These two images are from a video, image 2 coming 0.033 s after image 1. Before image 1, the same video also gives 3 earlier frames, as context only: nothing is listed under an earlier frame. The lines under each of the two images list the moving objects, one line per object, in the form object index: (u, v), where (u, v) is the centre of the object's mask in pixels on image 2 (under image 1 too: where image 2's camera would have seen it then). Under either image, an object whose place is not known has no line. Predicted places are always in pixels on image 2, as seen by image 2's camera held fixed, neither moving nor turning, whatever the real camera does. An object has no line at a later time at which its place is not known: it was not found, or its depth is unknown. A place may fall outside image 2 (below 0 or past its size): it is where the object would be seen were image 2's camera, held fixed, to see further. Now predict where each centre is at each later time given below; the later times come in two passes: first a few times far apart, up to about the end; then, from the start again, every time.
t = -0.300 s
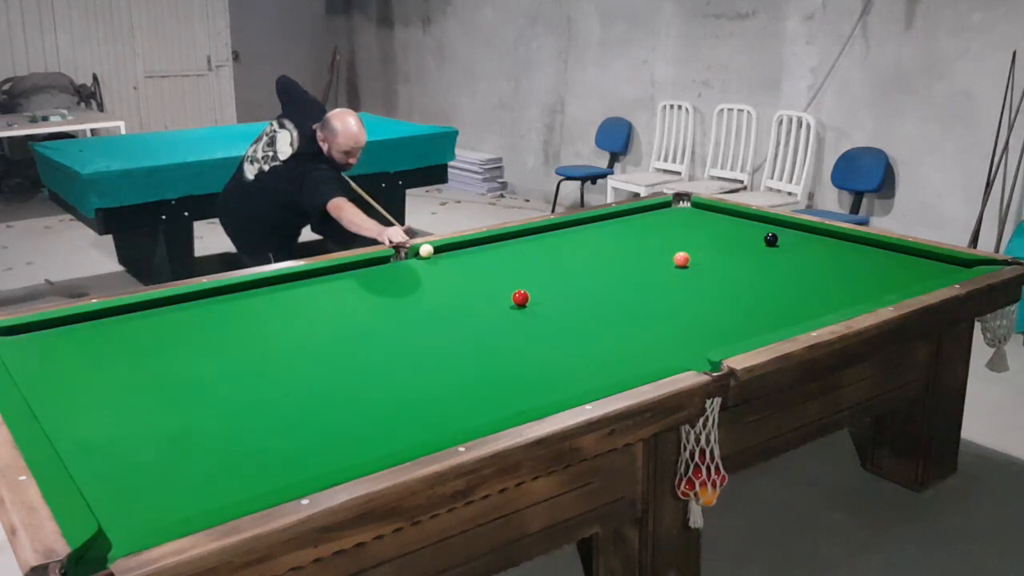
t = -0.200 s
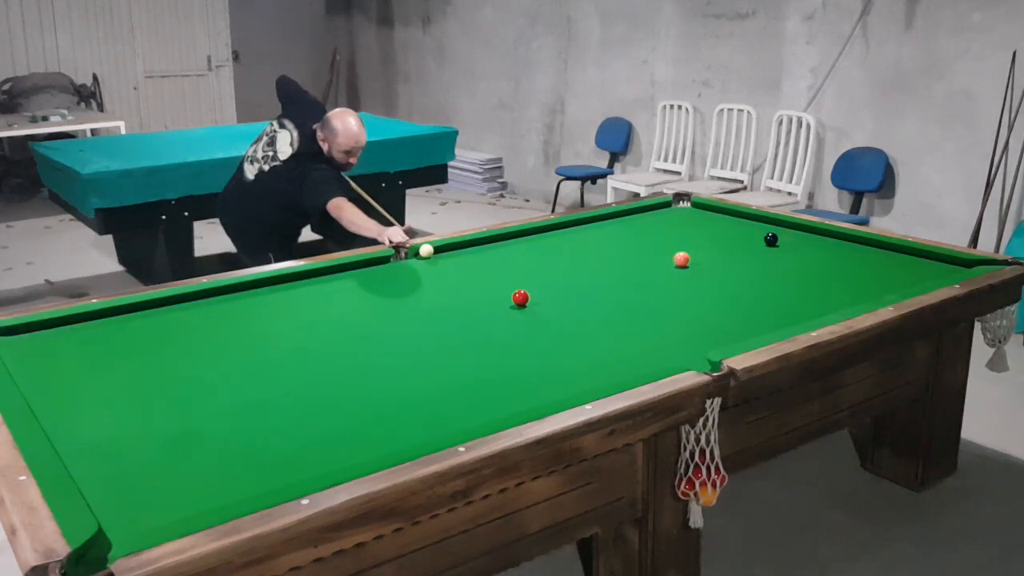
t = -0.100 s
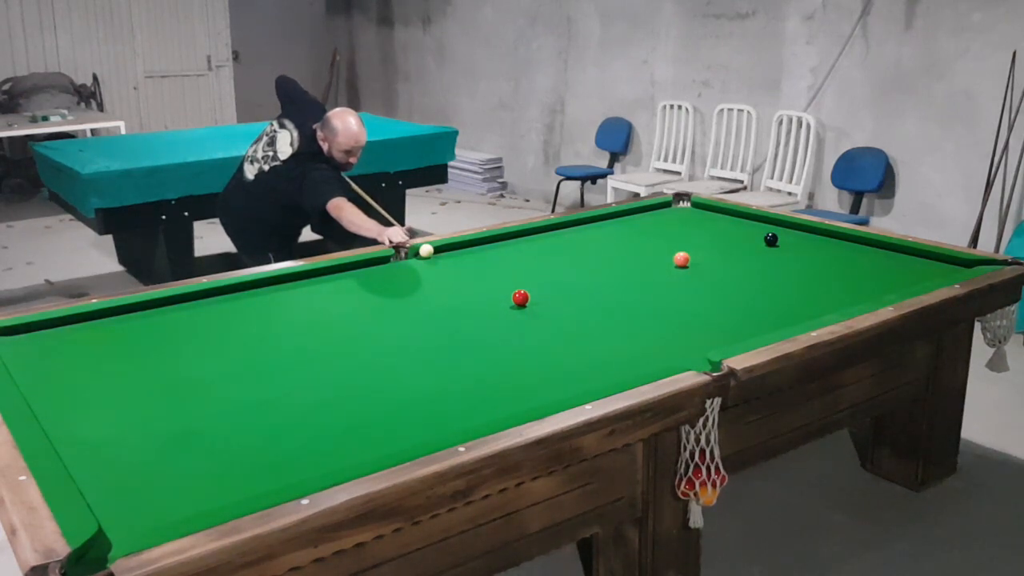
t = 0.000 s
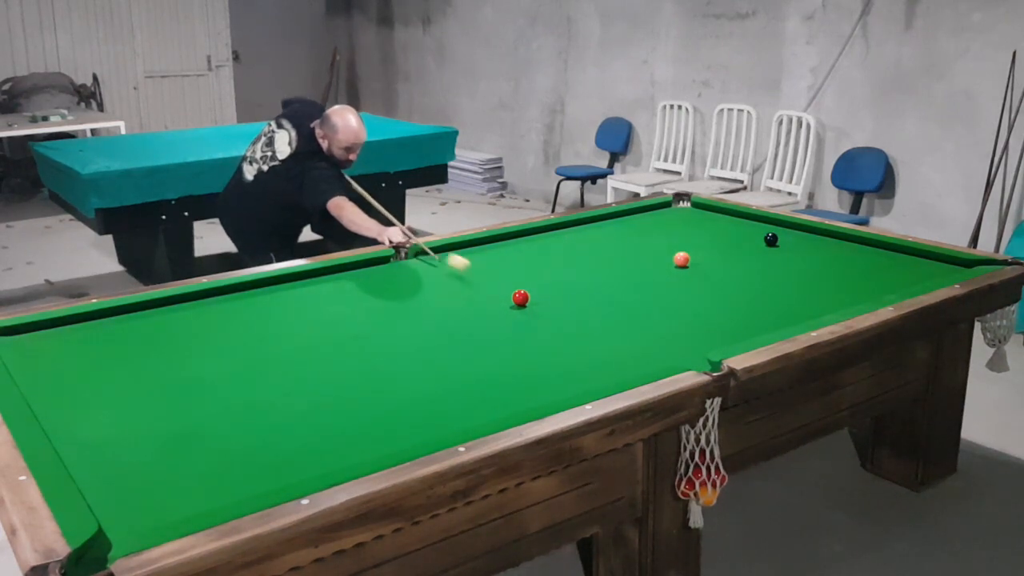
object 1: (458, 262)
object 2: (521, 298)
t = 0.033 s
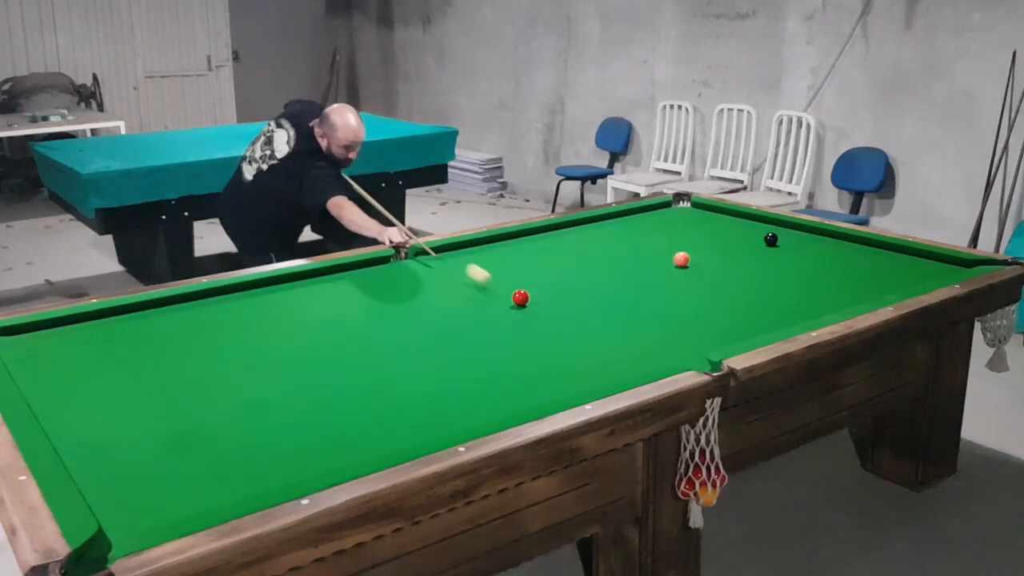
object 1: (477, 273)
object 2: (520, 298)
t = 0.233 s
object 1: (487, 300)
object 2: (647, 340)
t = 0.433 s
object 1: (470, 324)
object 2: (600, 373)
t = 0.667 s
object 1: (478, 364)
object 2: (454, 395)
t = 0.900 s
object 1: (493, 413)
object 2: (297, 419)
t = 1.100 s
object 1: (396, 410)
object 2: (152, 442)
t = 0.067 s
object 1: (498, 286)
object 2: (520, 298)
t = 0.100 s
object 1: (507, 289)
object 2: (534, 300)
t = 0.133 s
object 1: (502, 287)
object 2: (560, 307)
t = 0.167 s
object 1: (498, 288)
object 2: (589, 320)
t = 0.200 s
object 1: (493, 292)
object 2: (617, 330)
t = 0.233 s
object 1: (487, 300)
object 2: (647, 340)
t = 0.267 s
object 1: (483, 306)
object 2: (679, 351)
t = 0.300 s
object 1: (480, 308)
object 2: (689, 359)
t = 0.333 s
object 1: (476, 313)
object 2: (666, 360)
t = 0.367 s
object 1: (474, 316)
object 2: (642, 364)
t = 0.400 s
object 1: (471, 320)
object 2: (620, 369)
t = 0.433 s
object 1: (470, 324)
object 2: (600, 373)
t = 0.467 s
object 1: (469, 329)
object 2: (580, 377)
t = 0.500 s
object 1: (469, 334)
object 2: (559, 379)
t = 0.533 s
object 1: (469, 339)
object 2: (539, 382)
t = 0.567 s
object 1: (471, 345)
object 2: (518, 385)
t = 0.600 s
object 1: (473, 351)
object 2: (497, 389)
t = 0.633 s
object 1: (475, 357)
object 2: (477, 392)
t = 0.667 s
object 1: (478, 364)
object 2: (454, 395)
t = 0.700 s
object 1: (480, 371)
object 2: (432, 398)
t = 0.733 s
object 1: (483, 378)
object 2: (411, 402)
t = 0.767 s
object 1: (485, 385)
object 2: (389, 405)
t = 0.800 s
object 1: (488, 393)
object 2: (367, 409)
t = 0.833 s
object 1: (491, 401)
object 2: (344, 412)
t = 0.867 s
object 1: (494, 407)
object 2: (321, 416)
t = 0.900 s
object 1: (493, 413)
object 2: (297, 419)
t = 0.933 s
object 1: (477, 414)
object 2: (274, 423)
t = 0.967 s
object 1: (460, 414)
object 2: (250, 427)
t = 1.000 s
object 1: (443, 413)
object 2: (227, 430)
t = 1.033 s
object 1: (427, 412)
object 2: (202, 434)
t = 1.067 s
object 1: (411, 411)
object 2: (177, 438)
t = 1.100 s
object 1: (396, 410)
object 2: (152, 442)
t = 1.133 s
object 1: (380, 409)
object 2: (127, 446)
